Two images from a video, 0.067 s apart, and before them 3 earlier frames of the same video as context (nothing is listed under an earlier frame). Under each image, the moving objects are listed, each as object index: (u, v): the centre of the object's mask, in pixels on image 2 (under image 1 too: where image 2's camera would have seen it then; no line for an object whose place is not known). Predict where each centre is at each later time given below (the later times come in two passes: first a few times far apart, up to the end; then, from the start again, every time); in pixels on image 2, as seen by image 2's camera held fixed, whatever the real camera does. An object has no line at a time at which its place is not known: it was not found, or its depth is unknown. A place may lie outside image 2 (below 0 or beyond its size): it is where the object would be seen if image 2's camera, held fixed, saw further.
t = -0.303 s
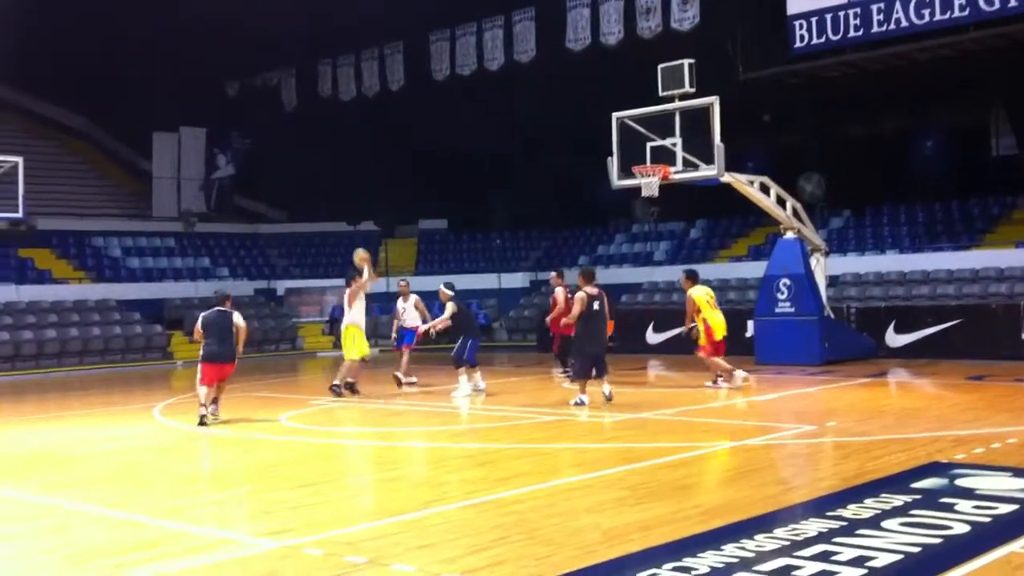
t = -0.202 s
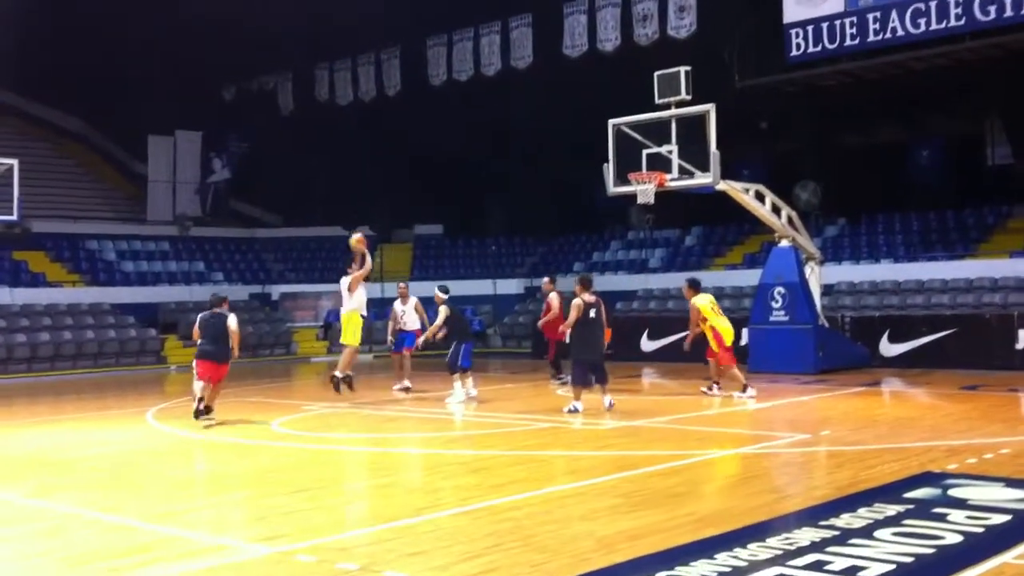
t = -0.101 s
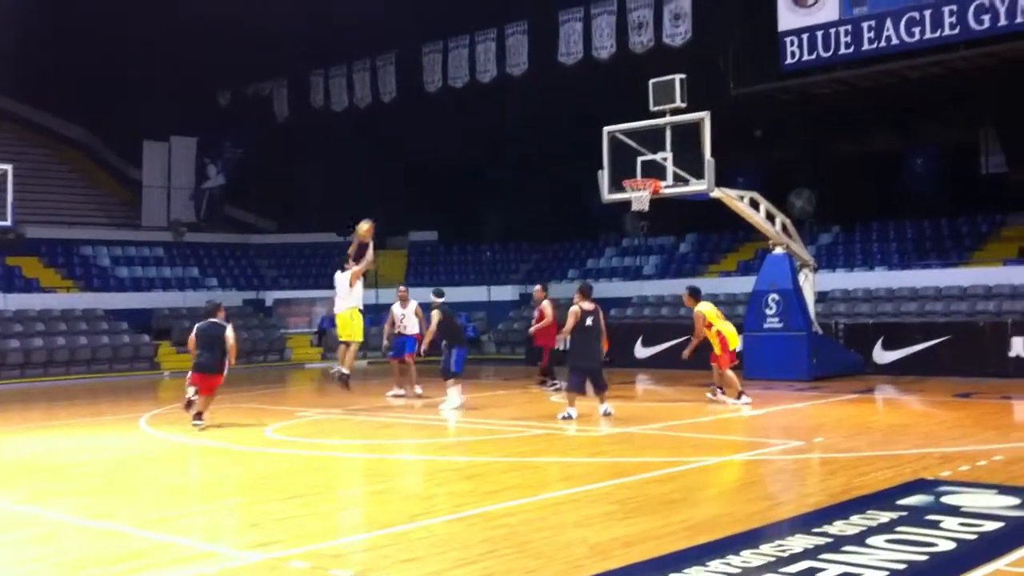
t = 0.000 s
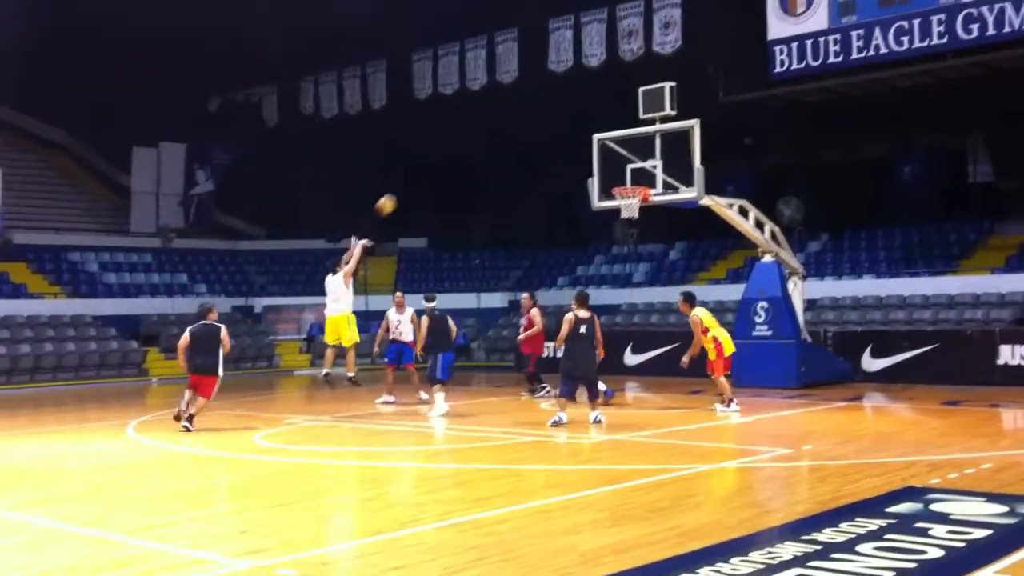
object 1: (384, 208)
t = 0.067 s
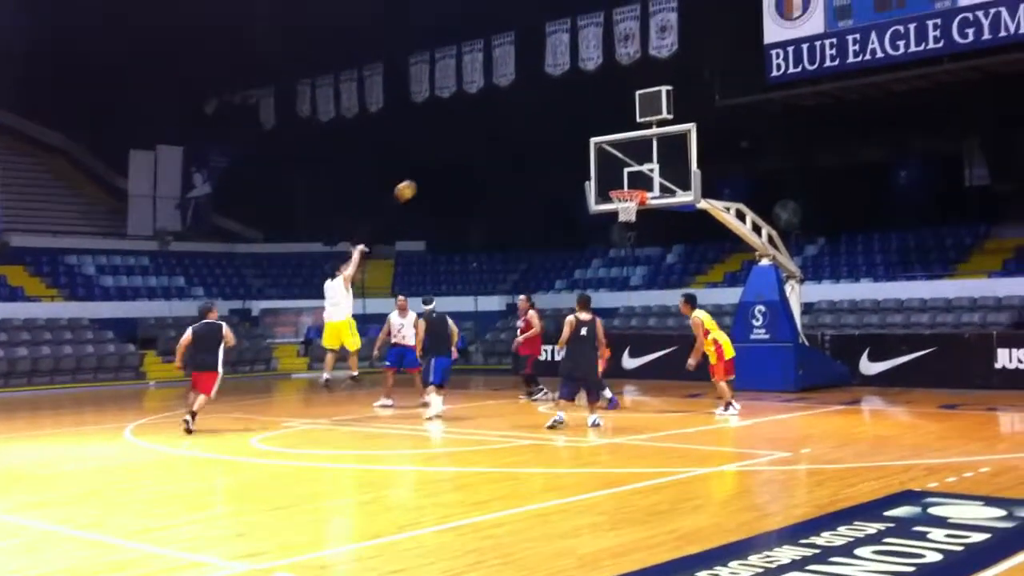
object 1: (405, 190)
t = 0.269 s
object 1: (468, 159)
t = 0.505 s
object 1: (539, 156)
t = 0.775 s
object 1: (594, 185)
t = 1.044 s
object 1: (521, 188)
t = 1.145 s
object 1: (494, 202)
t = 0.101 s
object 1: (415, 183)
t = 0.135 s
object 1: (426, 177)
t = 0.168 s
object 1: (436, 171)
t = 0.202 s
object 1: (447, 167)
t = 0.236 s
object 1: (457, 162)
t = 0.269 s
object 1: (468, 159)
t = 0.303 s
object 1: (478, 156)
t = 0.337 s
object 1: (489, 154)
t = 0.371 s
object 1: (499, 153)
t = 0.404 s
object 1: (509, 153)
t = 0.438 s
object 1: (519, 153)
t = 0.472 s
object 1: (529, 154)
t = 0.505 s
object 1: (539, 156)
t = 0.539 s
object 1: (549, 159)
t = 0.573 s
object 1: (559, 163)
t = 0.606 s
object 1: (569, 167)
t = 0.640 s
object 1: (579, 172)
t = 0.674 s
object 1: (589, 178)
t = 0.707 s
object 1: (600, 184)
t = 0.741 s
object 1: (603, 188)
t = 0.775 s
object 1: (594, 185)
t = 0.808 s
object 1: (584, 182)
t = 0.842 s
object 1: (576, 181)
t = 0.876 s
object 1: (567, 181)
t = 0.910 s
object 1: (558, 181)
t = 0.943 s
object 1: (549, 181)
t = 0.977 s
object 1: (540, 182)
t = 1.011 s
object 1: (530, 185)
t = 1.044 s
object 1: (521, 188)
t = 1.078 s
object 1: (512, 191)
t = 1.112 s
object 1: (503, 196)
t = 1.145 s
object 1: (494, 202)
